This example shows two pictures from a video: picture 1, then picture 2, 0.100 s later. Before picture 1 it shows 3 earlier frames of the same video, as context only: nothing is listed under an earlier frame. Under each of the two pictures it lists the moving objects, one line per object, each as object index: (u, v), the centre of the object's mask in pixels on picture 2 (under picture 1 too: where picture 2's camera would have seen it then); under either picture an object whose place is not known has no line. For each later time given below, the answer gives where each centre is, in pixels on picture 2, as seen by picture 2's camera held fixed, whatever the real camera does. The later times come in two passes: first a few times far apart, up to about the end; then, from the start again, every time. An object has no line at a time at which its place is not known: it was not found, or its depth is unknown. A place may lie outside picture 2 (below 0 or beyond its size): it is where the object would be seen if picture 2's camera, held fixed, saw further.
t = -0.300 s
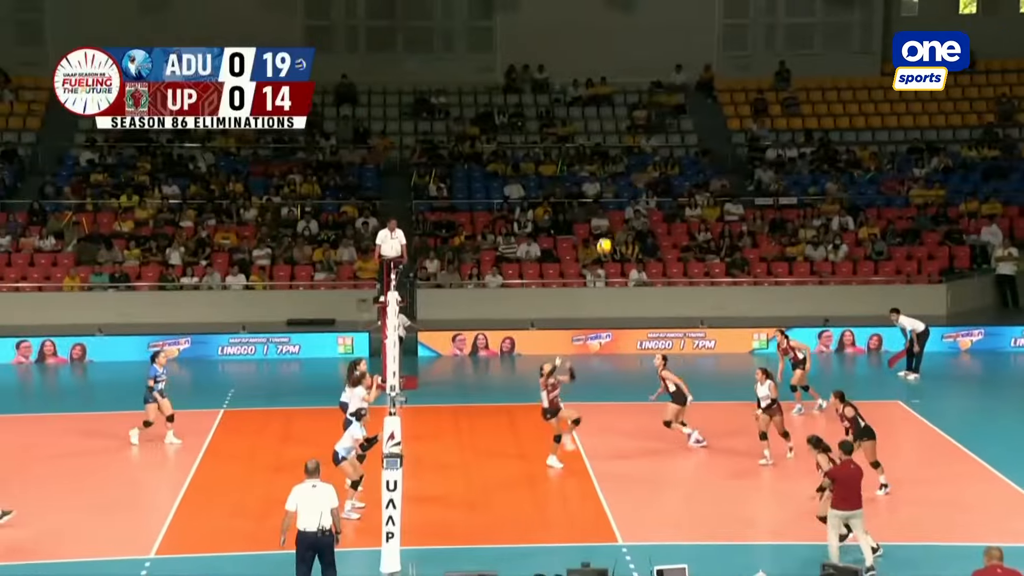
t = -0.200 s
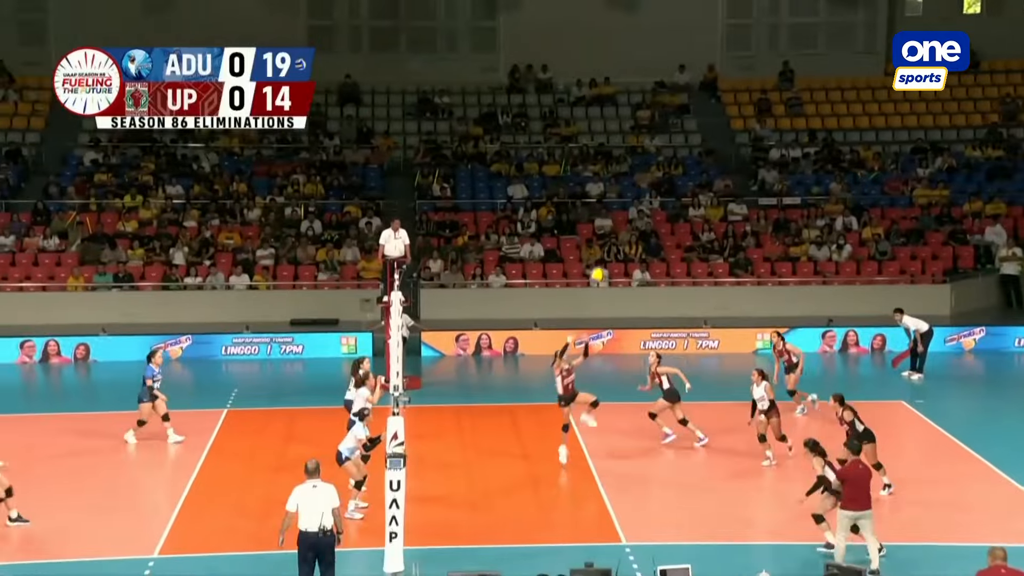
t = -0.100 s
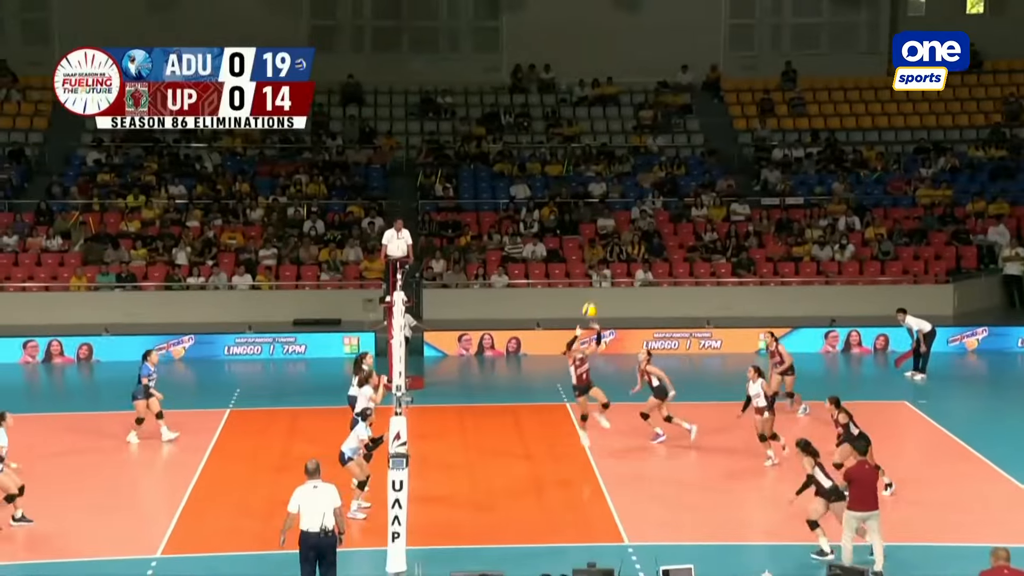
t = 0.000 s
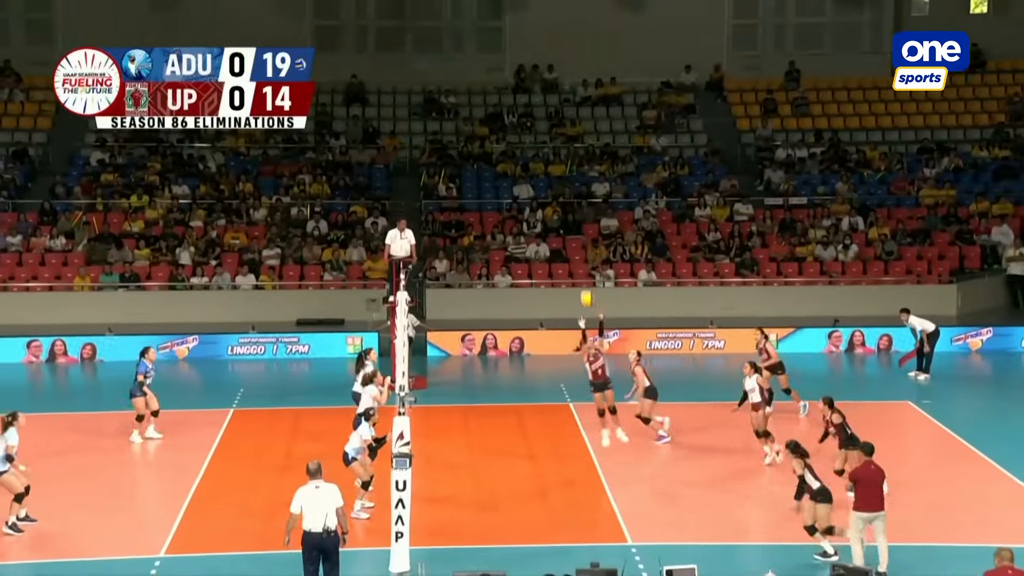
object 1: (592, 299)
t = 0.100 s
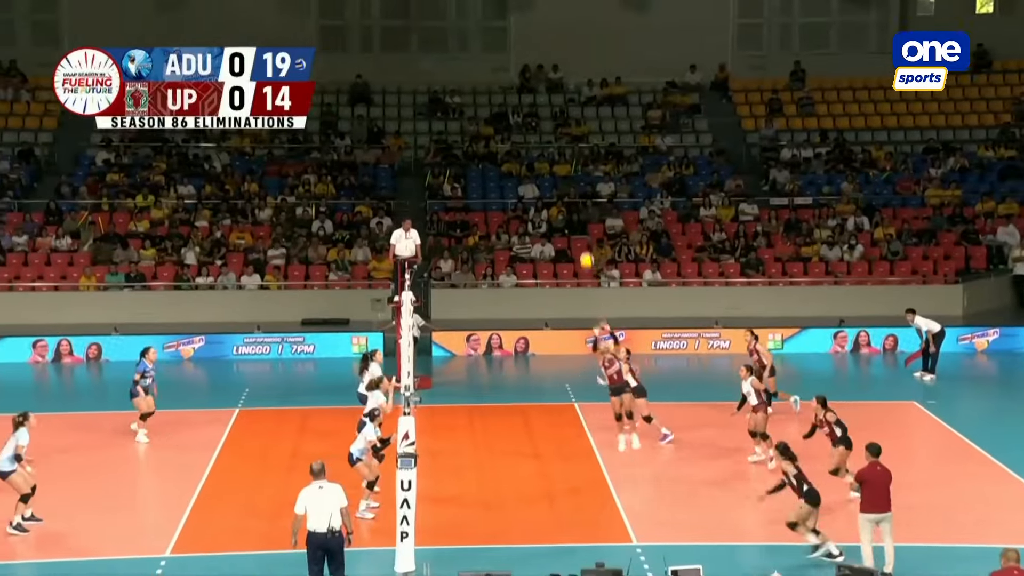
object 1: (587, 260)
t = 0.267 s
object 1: (579, 211)
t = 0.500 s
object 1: (569, 169)
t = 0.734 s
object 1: (555, 173)
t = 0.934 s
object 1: (544, 208)
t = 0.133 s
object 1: (585, 249)
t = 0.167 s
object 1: (584, 238)
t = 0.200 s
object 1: (582, 229)
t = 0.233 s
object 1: (581, 219)
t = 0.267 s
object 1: (579, 211)
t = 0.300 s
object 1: (578, 203)
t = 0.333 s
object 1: (576, 196)
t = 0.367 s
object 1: (575, 190)
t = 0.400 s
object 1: (573, 184)
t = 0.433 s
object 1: (572, 179)
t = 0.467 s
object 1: (570, 175)
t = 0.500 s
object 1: (569, 169)
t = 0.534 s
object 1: (567, 167)
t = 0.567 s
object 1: (565, 166)
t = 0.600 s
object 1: (564, 166)
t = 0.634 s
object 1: (562, 166)
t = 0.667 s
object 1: (559, 168)
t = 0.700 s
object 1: (557, 170)
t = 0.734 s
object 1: (555, 173)
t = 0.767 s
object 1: (554, 176)
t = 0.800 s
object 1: (552, 181)
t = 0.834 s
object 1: (551, 186)
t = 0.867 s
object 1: (548, 192)
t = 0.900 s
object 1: (545, 199)
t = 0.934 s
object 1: (544, 208)
